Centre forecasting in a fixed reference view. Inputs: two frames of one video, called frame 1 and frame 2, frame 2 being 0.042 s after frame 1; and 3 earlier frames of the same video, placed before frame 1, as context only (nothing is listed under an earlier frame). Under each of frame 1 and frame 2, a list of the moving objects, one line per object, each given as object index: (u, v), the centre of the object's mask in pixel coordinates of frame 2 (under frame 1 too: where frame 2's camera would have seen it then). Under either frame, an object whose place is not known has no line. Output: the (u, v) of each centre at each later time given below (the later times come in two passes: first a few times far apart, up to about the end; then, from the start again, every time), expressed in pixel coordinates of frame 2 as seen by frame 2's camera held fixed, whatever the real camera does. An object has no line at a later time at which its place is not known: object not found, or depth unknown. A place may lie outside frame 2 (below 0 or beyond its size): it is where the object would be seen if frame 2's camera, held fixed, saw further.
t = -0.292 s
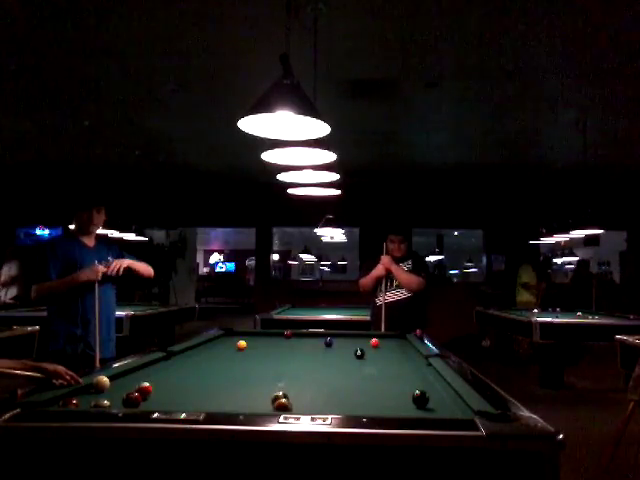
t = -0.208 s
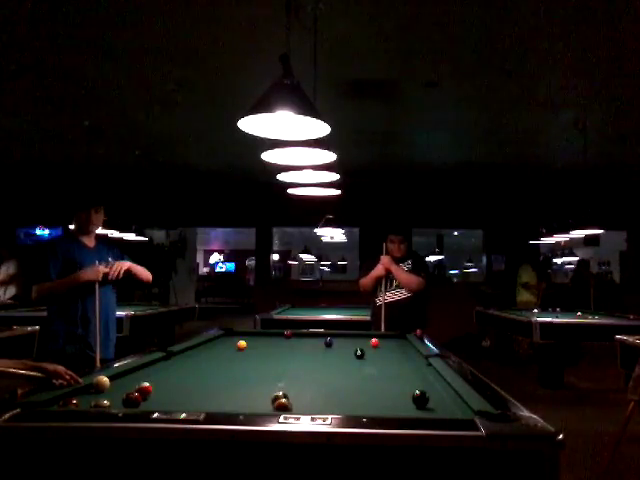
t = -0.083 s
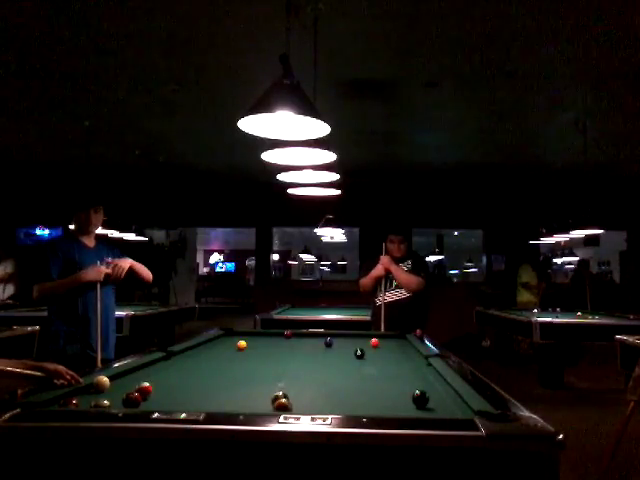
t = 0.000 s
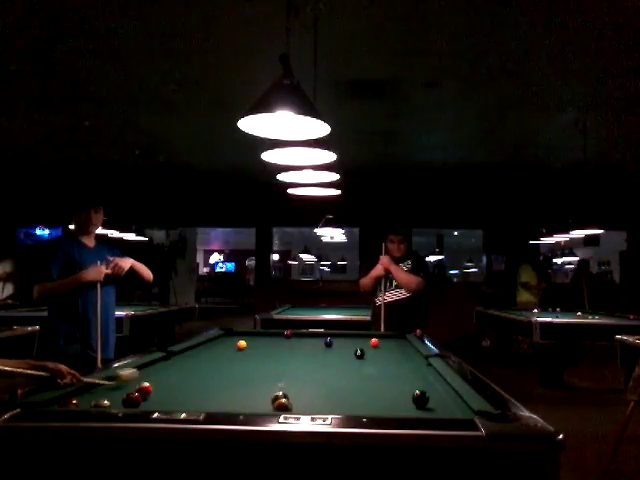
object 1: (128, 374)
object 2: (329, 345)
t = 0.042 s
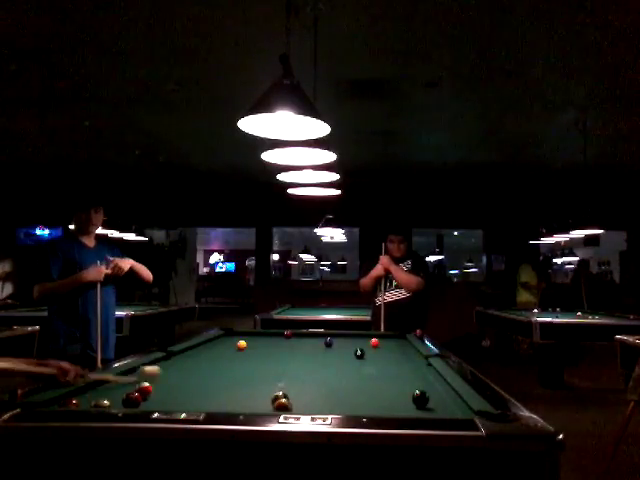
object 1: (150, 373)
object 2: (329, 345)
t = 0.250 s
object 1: (234, 358)
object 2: (329, 345)
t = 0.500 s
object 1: (293, 347)
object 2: (329, 345)
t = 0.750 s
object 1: (314, 341)
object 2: (347, 342)
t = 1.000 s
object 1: (309, 336)
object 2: (387, 341)
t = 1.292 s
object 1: (302, 334)
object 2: (393, 339)
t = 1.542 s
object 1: (292, 336)
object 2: (377, 335)
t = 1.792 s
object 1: (283, 339)
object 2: (363, 335)
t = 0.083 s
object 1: (171, 369)
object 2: (329, 345)
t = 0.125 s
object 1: (189, 366)
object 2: (329, 345)
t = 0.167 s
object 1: (205, 363)
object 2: (329, 345)
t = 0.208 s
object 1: (221, 360)
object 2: (329, 345)
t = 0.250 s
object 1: (234, 358)
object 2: (329, 345)
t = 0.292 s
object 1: (246, 356)
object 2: (329, 345)
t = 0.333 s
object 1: (257, 354)
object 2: (329, 345)
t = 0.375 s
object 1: (266, 352)
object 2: (329, 345)
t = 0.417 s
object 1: (275, 351)
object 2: (329, 345)
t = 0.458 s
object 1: (284, 349)
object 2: (329, 345)
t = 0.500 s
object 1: (293, 347)
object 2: (329, 345)
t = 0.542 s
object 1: (300, 346)
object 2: (329, 345)
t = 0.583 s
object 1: (307, 345)
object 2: (329, 345)
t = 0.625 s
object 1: (314, 343)
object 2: (329, 344)
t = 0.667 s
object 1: (319, 342)
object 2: (331, 343)
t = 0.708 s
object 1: (316, 342)
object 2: (339, 343)
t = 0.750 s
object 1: (314, 341)
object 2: (347, 342)
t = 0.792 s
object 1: (312, 340)
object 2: (355, 341)
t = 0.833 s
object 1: (311, 339)
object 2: (361, 341)
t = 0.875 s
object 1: (311, 338)
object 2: (366, 340)
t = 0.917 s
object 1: (310, 338)
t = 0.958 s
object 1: (309, 337)
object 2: (381, 339)
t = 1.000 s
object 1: (309, 336)
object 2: (387, 341)
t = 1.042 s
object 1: (308, 335)
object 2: (392, 340)
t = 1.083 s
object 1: (308, 335)
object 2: (397, 340)
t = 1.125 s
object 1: (307, 334)
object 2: (403, 339)
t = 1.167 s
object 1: (306, 333)
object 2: (402, 339)
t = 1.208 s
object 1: (305, 334)
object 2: (399, 339)
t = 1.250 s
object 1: (303, 334)
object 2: (395, 339)
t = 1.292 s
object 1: (302, 334)
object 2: (393, 339)
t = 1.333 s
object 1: (300, 334)
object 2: (391, 338)
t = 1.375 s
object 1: (299, 335)
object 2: (388, 338)
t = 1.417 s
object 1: (297, 335)
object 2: (385, 338)
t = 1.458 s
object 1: (296, 336)
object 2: (382, 338)
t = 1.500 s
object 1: (294, 336)
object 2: (382, 337)
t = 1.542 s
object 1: (292, 336)
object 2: (377, 335)
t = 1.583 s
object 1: (291, 337)
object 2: (375, 335)
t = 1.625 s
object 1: (289, 337)
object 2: (373, 335)
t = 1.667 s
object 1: (288, 337)
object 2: (369, 335)
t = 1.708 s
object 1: (286, 337)
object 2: (368, 335)
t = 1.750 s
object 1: (284, 338)
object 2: (366, 335)
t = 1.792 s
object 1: (283, 339)
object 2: (363, 335)
